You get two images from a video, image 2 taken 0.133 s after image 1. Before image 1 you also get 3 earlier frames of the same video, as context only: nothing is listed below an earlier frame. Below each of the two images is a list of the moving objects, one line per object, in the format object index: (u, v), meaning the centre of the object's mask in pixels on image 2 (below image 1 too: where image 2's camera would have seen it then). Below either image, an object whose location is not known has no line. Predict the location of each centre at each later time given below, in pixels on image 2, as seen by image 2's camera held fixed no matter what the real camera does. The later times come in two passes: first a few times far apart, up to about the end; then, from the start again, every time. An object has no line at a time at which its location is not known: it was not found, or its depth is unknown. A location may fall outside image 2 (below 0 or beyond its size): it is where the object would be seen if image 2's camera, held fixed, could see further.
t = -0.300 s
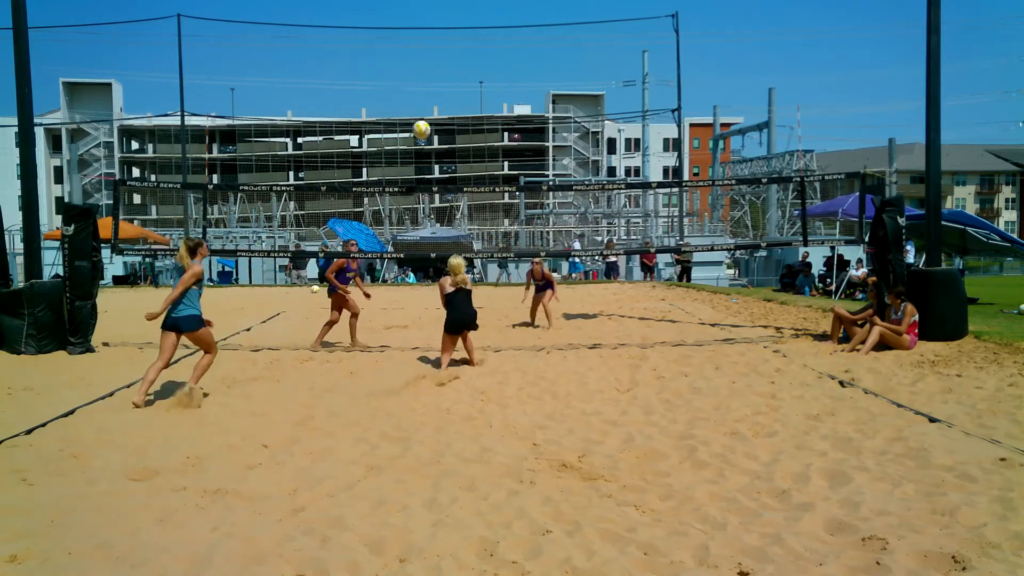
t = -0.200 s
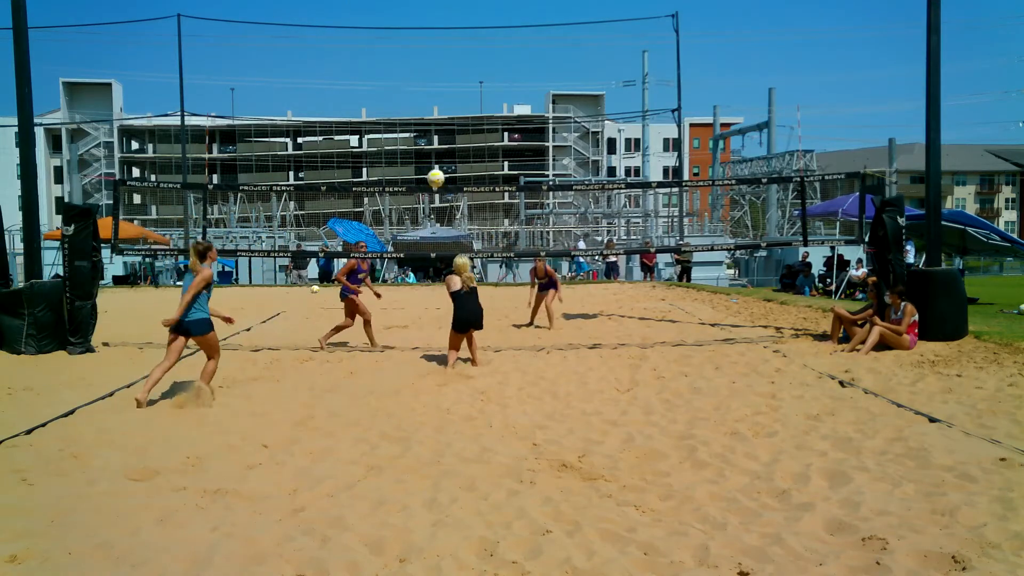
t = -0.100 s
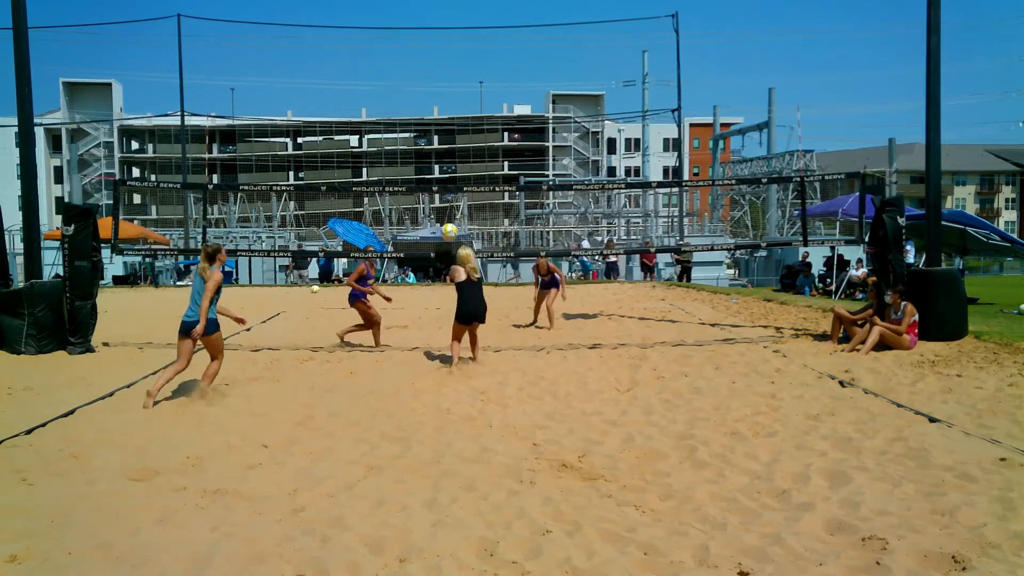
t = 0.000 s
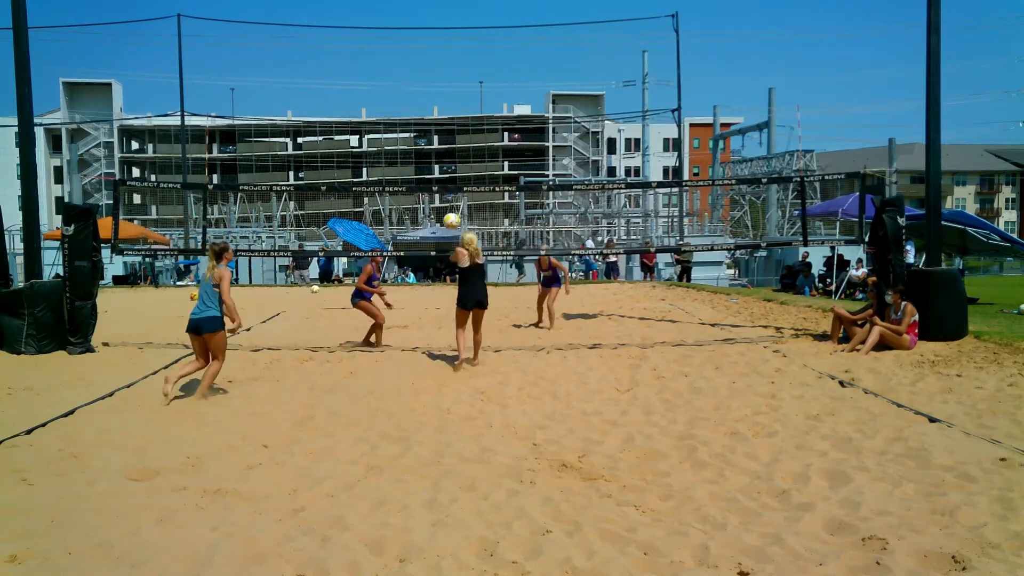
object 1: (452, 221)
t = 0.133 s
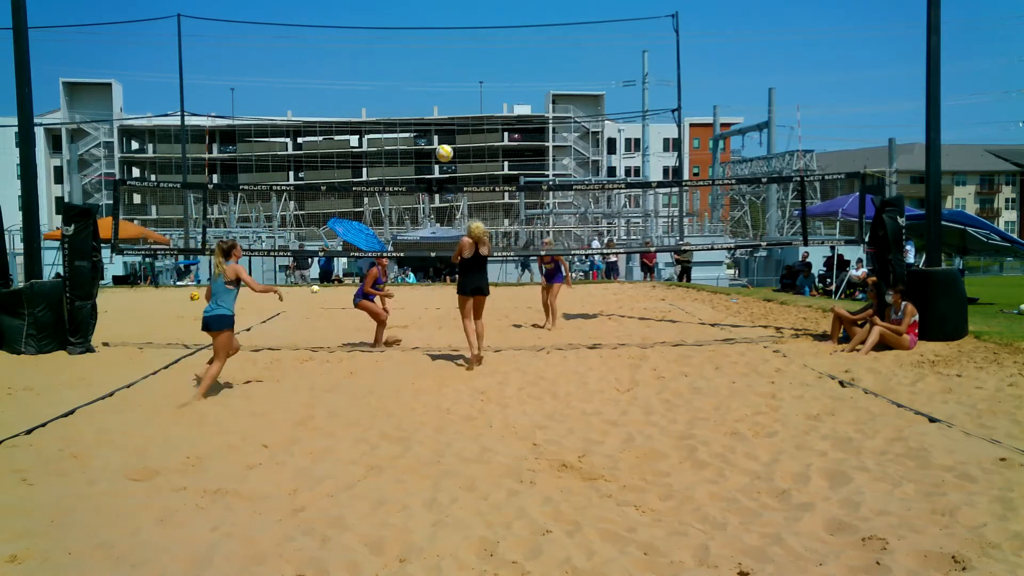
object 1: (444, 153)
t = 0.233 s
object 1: (439, 109)
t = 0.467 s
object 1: (427, 37)
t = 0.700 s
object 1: (415, 8)
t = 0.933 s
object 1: (404, 21)
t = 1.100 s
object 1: (397, 59)
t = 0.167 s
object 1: (442, 138)
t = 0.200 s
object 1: (441, 123)
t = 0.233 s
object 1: (439, 109)
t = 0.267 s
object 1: (437, 96)
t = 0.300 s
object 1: (435, 84)
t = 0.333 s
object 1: (434, 73)
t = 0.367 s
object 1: (432, 62)
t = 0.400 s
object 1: (430, 53)
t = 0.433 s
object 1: (428, 44)
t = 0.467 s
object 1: (427, 37)
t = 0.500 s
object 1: (425, 30)
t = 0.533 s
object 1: (423, 23)
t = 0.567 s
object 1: (422, 19)
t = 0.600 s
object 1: (420, 14)
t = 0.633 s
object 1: (418, 11)
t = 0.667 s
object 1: (417, 9)
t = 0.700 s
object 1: (415, 8)
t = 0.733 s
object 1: (414, 7)
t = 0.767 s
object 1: (412, 7)
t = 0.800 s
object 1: (410, 8)
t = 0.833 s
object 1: (409, 10)
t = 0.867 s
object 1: (408, 12)
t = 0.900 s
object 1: (406, 16)
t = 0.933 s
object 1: (404, 21)
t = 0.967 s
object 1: (403, 27)
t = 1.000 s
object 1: (401, 33)
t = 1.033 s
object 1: (400, 41)
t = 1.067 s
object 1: (399, 50)
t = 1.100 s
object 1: (397, 59)
